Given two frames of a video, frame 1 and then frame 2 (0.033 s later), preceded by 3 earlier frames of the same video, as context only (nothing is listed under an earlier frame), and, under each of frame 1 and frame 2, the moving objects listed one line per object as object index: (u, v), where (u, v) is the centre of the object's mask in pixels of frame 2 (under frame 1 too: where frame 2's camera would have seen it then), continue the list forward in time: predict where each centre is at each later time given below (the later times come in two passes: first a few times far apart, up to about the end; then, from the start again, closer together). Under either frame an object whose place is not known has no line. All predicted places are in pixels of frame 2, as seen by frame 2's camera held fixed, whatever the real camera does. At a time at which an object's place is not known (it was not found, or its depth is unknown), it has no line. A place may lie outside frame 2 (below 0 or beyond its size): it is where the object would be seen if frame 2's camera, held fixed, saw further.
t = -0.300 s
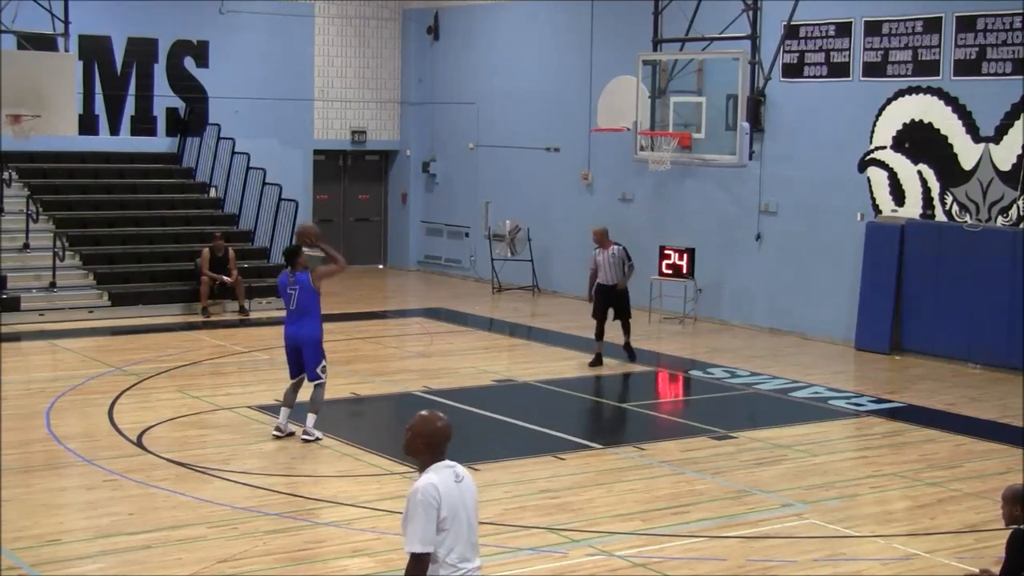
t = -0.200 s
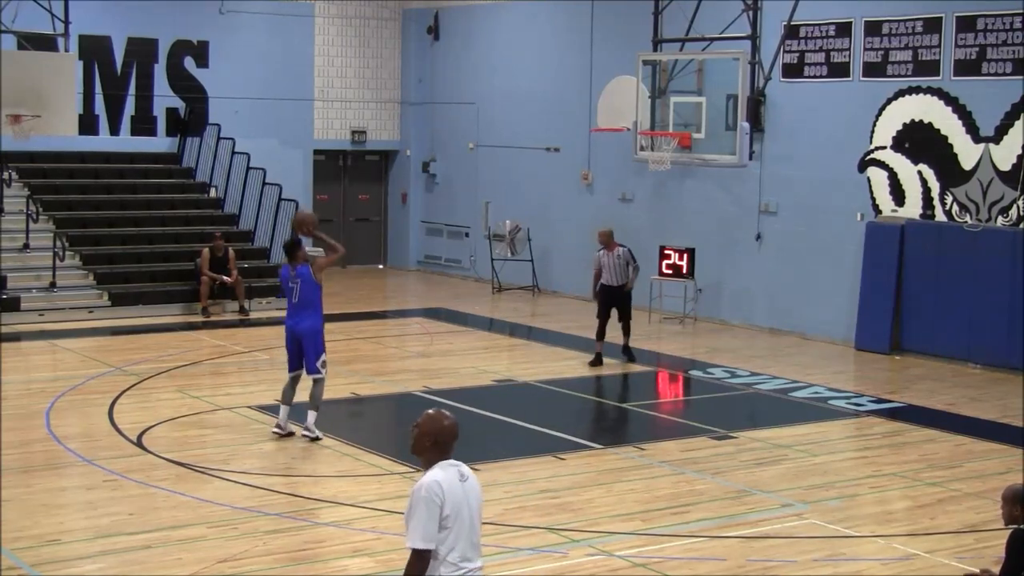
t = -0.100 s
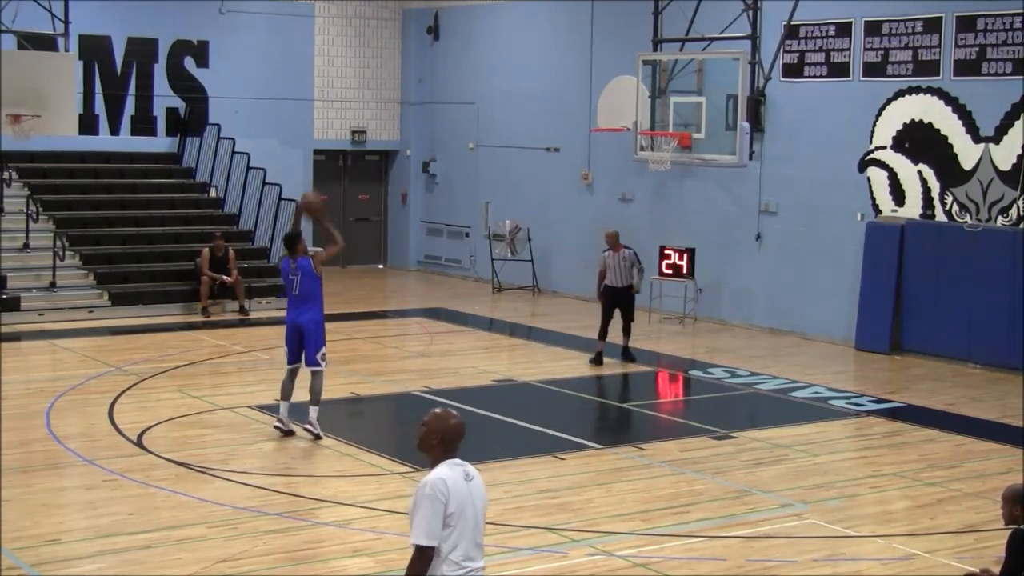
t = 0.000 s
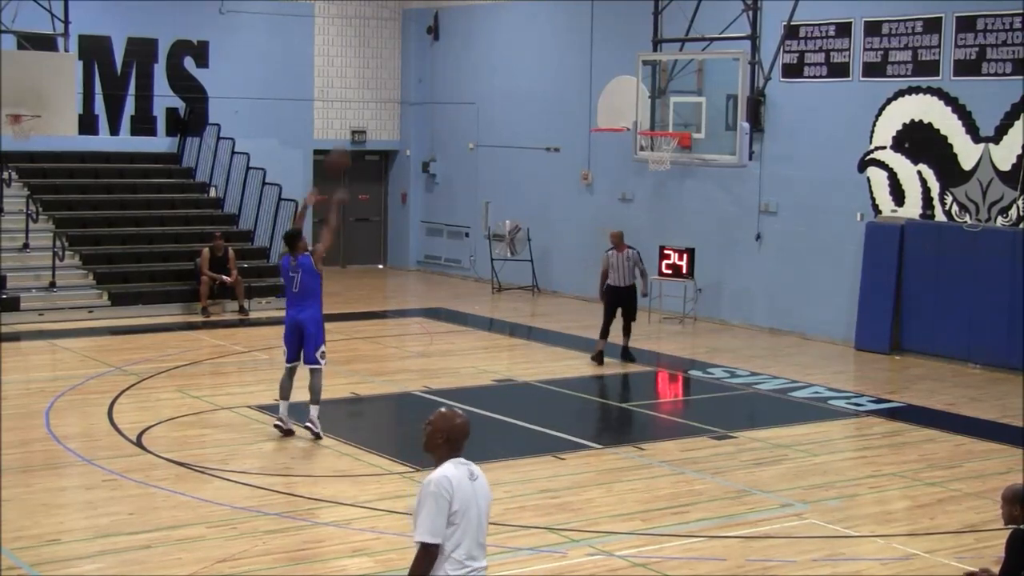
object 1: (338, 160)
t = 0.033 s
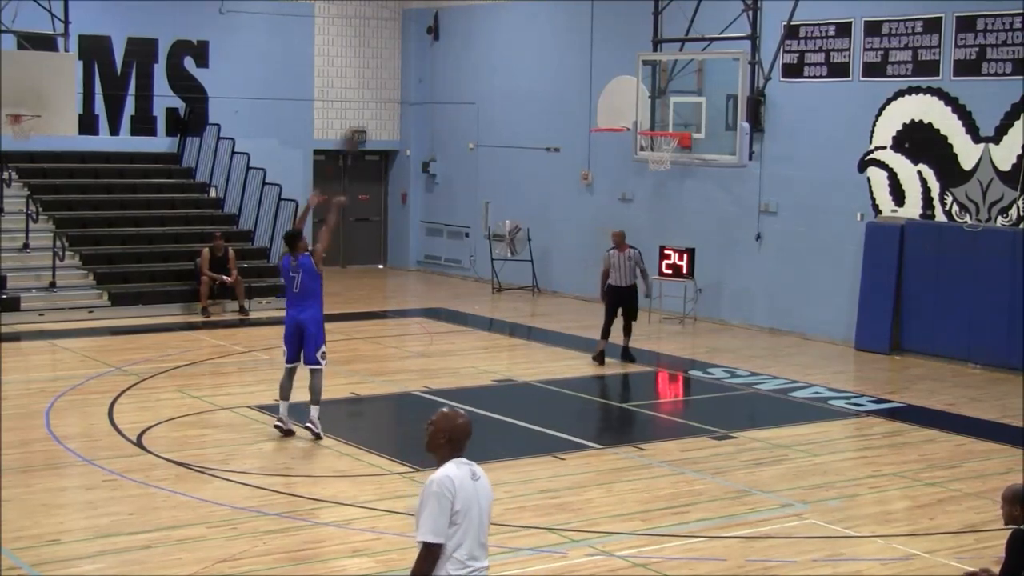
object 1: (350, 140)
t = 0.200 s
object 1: (411, 73)
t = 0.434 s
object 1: (490, 25)
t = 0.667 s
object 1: (561, 29)
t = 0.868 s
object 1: (618, 70)
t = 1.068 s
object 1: (668, 143)
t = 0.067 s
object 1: (363, 125)
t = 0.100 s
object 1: (376, 112)
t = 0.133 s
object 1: (387, 98)
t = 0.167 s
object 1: (399, 86)
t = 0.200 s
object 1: (411, 73)
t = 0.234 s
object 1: (422, 63)
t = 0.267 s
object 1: (435, 53)
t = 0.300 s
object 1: (446, 46)
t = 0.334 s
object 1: (457, 38)
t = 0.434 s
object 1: (490, 25)
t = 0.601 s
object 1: (542, 23)
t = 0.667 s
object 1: (561, 29)
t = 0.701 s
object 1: (571, 33)
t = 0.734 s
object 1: (580, 39)
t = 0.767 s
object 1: (591, 45)
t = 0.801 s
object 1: (600, 53)
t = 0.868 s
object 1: (618, 70)
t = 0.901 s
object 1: (627, 80)
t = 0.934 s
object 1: (636, 92)
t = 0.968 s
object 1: (644, 101)
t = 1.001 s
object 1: (655, 116)
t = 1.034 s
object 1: (663, 124)
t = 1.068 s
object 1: (668, 143)
